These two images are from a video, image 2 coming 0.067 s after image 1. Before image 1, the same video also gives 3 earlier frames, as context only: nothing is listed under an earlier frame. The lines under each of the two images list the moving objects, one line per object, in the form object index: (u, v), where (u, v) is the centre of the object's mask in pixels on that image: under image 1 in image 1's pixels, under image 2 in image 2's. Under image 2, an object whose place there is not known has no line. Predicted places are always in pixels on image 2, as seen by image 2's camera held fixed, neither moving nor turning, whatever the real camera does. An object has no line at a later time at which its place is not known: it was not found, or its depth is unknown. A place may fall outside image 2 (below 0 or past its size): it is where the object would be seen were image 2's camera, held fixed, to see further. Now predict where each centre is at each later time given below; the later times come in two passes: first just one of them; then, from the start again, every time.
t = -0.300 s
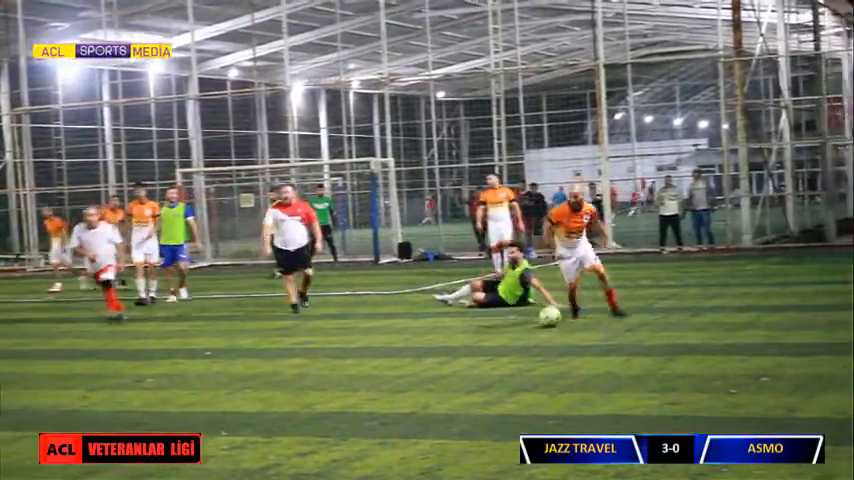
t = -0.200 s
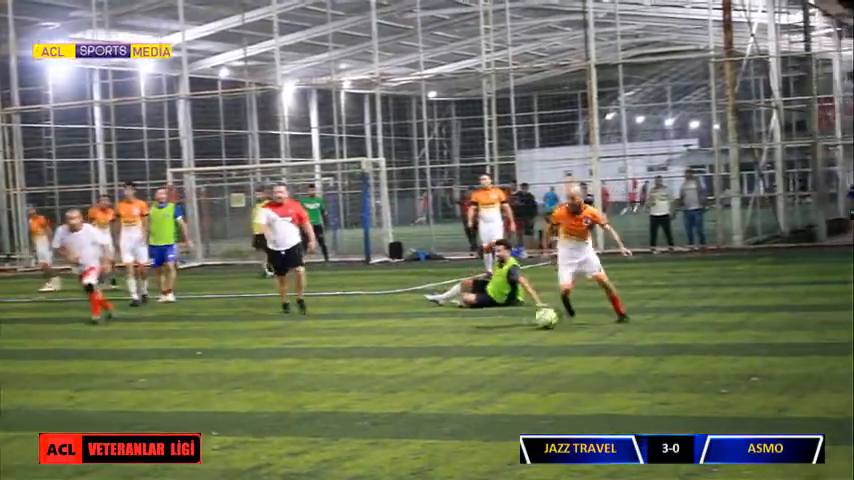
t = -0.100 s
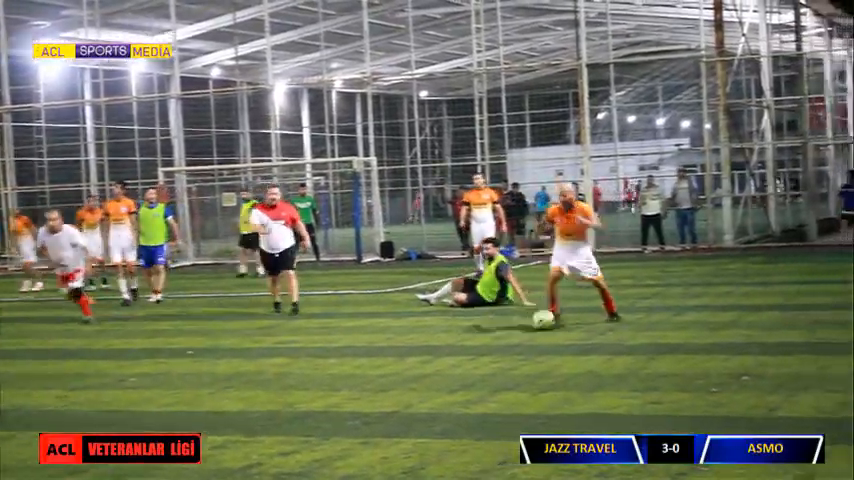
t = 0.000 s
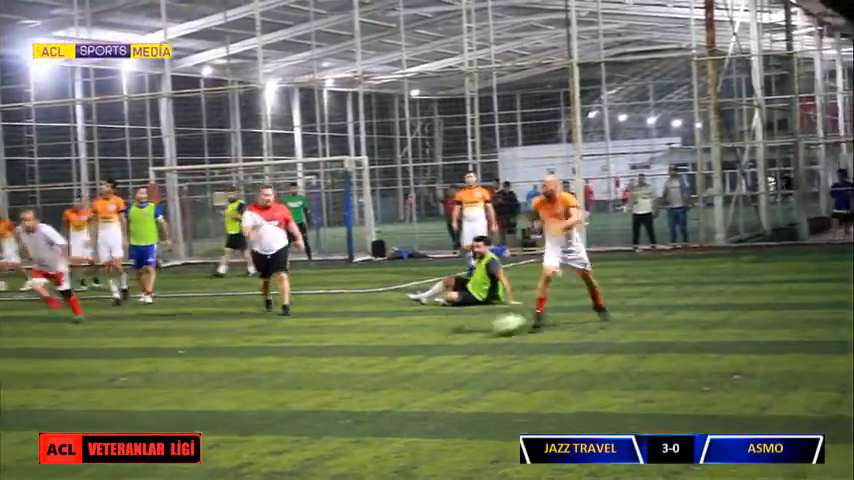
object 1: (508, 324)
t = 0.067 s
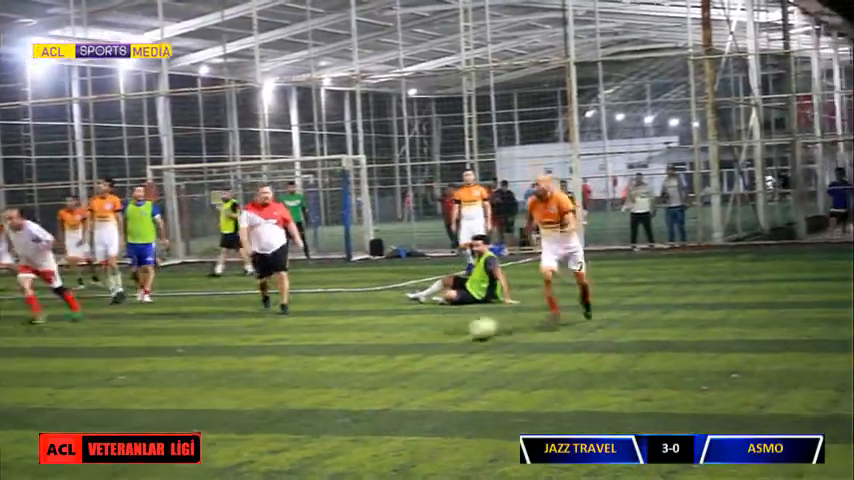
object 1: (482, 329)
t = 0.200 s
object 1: (439, 339)
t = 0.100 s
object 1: (471, 332)
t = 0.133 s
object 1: (460, 334)
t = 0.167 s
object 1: (449, 337)
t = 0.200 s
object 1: (439, 339)
